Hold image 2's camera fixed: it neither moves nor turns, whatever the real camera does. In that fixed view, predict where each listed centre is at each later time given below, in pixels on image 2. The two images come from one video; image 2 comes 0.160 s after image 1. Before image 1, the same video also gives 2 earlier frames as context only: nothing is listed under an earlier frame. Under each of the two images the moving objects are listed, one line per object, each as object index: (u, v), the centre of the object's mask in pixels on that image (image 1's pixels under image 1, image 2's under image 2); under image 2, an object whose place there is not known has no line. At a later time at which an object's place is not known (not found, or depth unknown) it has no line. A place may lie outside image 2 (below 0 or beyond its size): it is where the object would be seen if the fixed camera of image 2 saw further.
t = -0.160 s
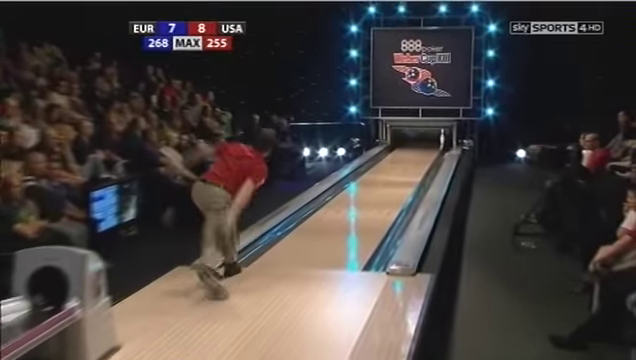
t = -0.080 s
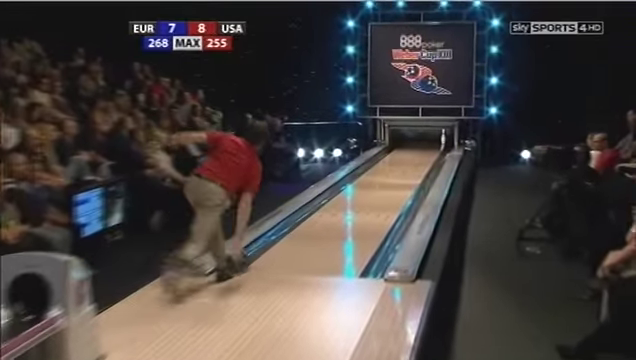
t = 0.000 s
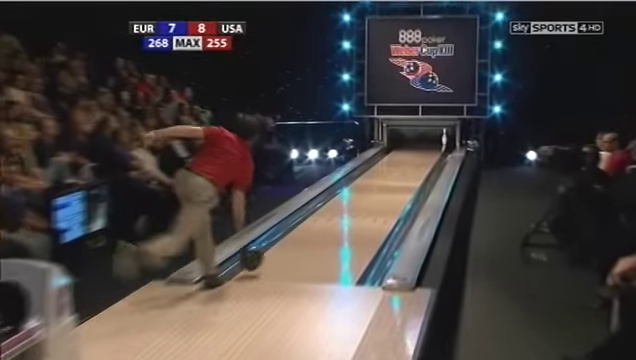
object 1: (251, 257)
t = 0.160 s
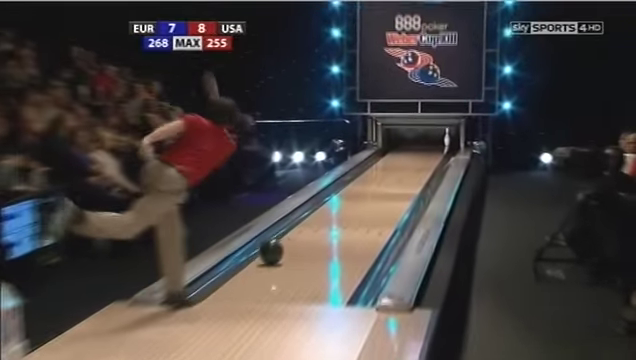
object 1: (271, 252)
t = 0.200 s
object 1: (280, 246)
